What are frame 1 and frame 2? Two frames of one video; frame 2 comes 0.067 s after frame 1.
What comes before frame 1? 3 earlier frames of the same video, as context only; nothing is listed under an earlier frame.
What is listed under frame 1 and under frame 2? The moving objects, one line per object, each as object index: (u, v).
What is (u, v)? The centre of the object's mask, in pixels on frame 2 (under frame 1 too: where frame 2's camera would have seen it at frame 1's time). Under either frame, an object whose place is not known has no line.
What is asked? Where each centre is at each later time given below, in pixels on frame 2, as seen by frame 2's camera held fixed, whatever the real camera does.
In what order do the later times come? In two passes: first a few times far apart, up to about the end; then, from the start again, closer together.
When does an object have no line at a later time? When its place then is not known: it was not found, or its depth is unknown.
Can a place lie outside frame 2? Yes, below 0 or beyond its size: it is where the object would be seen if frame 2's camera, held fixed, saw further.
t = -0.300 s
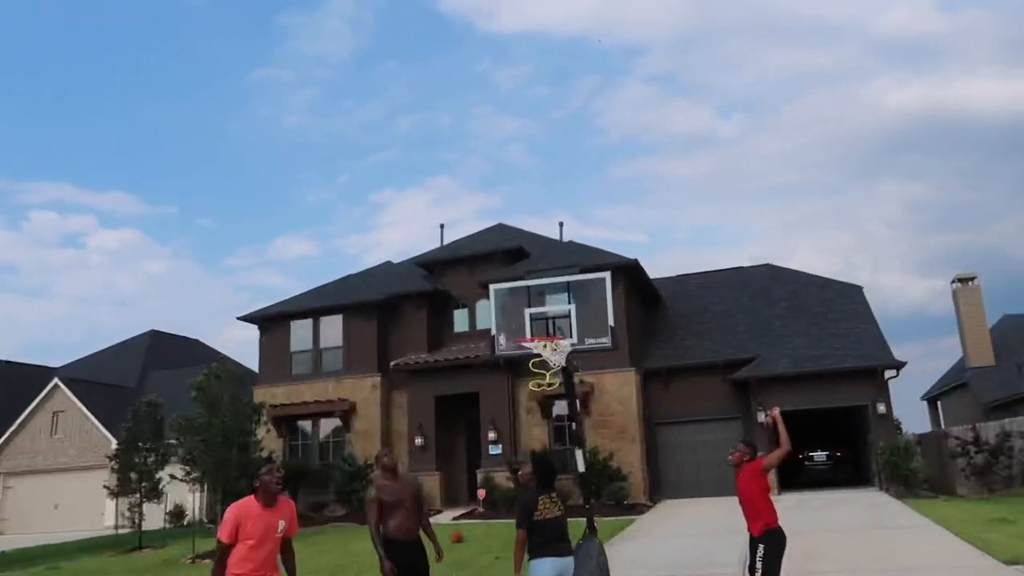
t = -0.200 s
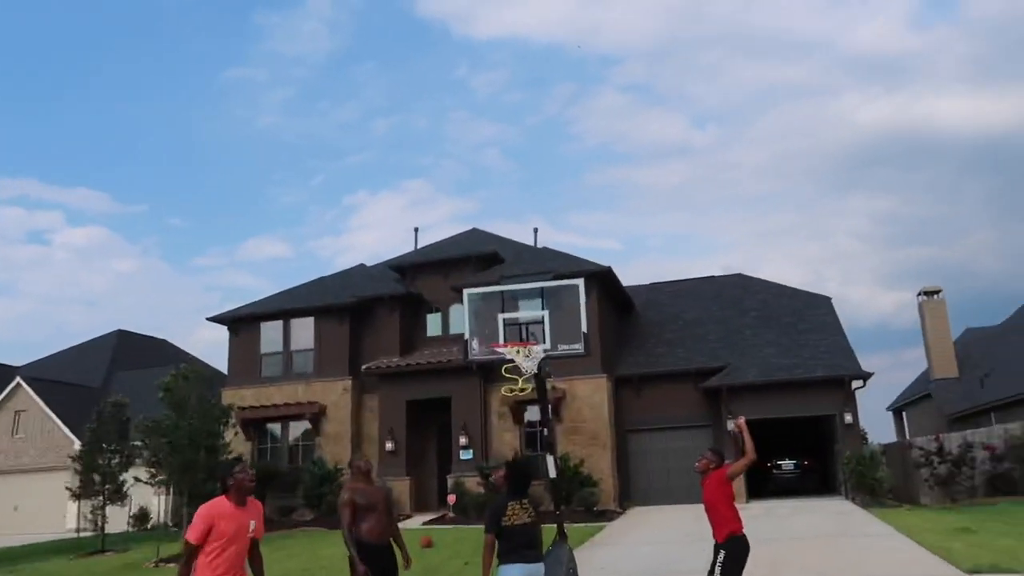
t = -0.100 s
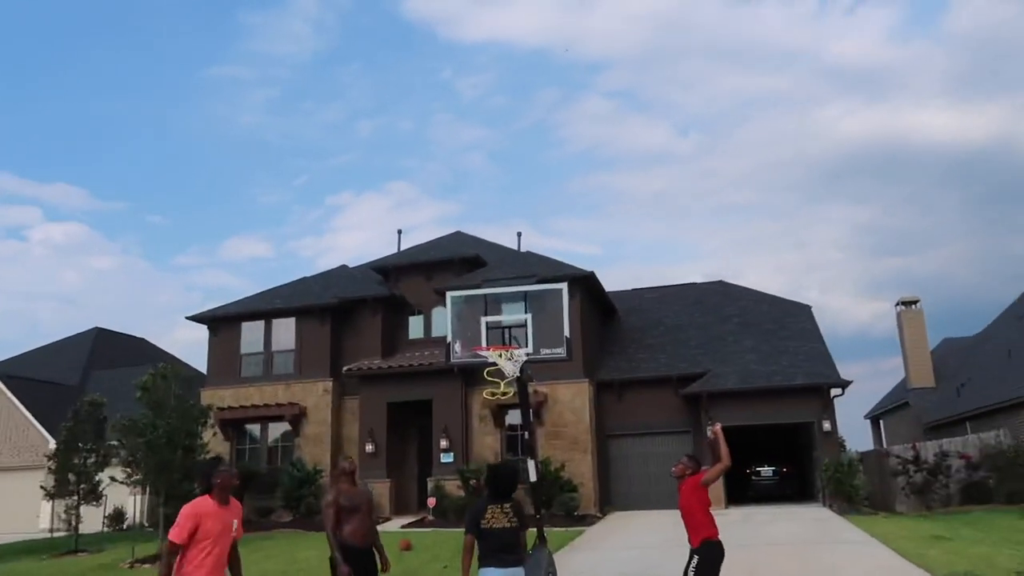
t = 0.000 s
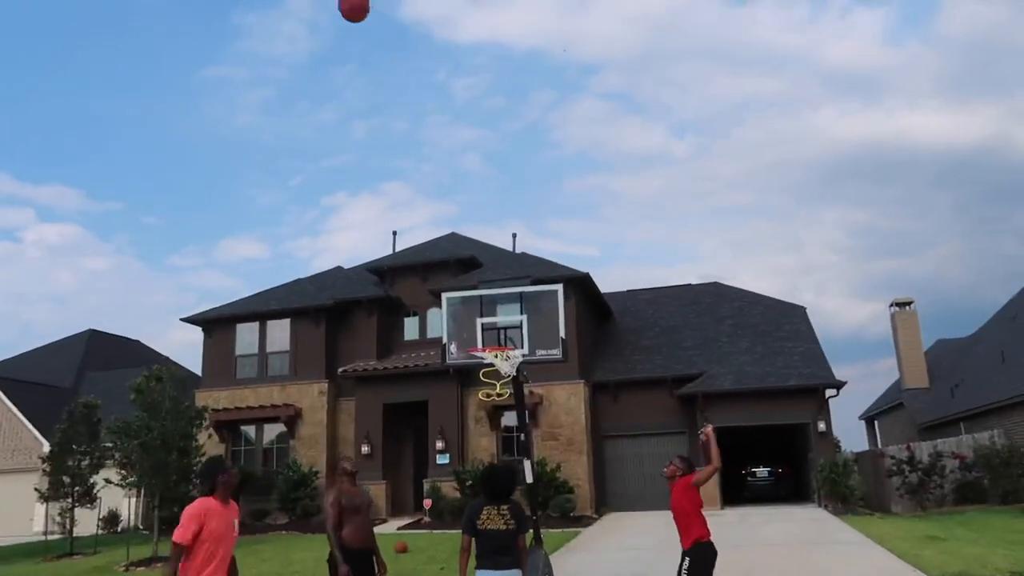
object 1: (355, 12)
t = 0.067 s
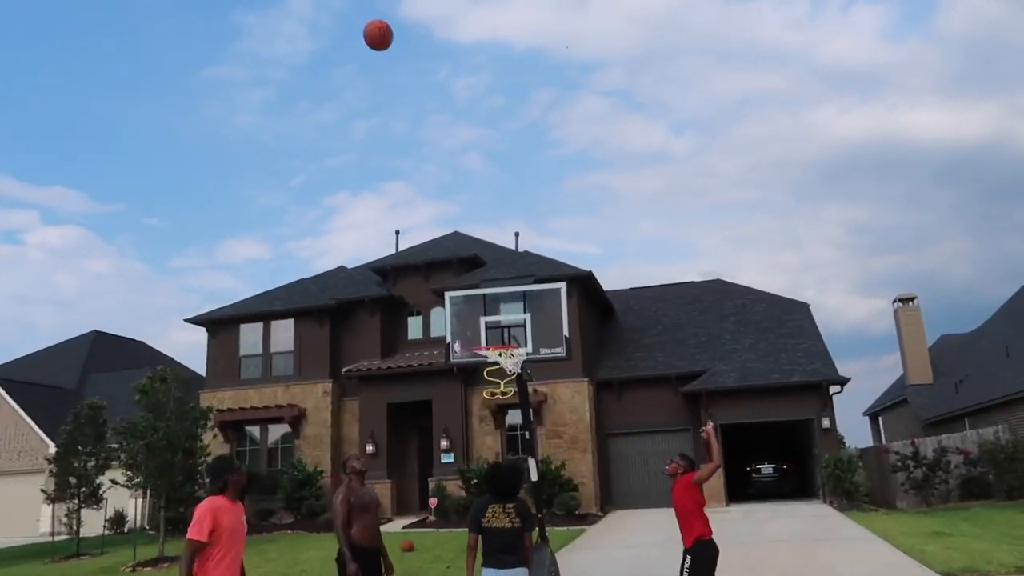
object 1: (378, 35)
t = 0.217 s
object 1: (426, 108)
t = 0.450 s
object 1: (483, 236)
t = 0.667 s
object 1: (503, 349)
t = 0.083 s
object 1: (384, 42)
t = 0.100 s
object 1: (390, 50)
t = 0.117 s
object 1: (395, 57)
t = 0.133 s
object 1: (400, 66)
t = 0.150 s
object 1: (405, 74)
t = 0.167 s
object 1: (411, 82)
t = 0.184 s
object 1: (416, 91)
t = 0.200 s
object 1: (421, 99)
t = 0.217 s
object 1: (426, 108)
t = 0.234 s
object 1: (431, 116)
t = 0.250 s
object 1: (435, 125)
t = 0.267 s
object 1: (440, 134)
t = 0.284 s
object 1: (444, 143)
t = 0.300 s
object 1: (448, 151)
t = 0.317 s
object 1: (452, 161)
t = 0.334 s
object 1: (456, 170)
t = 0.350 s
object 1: (460, 179)
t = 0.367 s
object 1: (464, 188)
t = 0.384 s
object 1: (468, 198)
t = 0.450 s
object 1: (483, 236)
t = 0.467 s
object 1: (488, 246)
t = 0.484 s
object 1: (491, 255)
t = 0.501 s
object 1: (495, 266)
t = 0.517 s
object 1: (498, 276)
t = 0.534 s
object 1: (502, 287)
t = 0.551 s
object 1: (505, 297)
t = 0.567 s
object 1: (505, 304)
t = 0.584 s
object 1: (504, 310)
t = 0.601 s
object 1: (504, 318)
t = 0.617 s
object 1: (503, 325)
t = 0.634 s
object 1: (503, 334)
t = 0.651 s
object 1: (504, 339)
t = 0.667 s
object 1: (503, 349)
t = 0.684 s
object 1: (500, 358)
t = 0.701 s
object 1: (501, 365)
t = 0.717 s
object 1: (500, 372)
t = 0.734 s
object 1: (500, 377)
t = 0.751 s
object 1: (496, 387)
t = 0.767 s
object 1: (496, 386)
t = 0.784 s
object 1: (493, 387)
